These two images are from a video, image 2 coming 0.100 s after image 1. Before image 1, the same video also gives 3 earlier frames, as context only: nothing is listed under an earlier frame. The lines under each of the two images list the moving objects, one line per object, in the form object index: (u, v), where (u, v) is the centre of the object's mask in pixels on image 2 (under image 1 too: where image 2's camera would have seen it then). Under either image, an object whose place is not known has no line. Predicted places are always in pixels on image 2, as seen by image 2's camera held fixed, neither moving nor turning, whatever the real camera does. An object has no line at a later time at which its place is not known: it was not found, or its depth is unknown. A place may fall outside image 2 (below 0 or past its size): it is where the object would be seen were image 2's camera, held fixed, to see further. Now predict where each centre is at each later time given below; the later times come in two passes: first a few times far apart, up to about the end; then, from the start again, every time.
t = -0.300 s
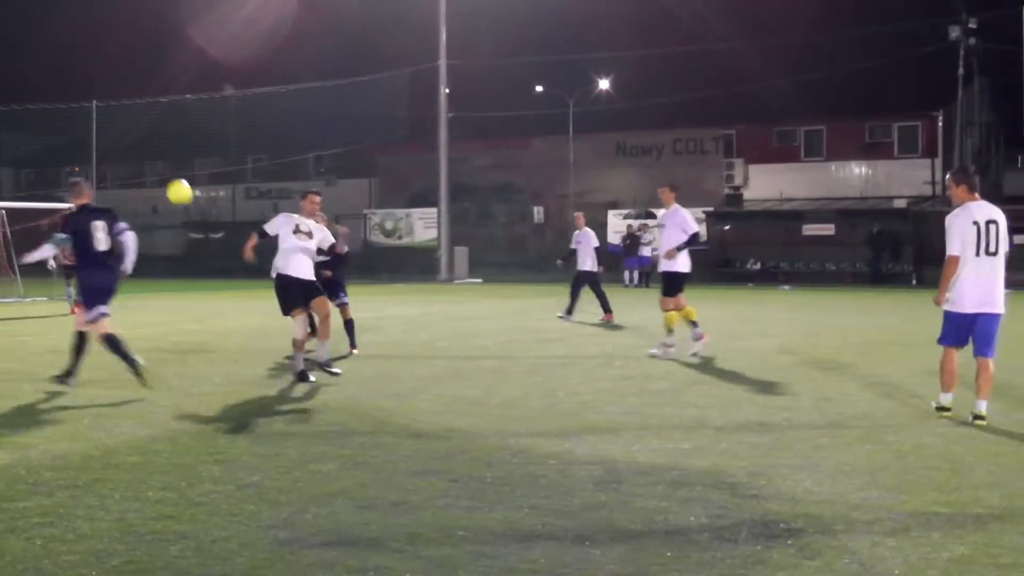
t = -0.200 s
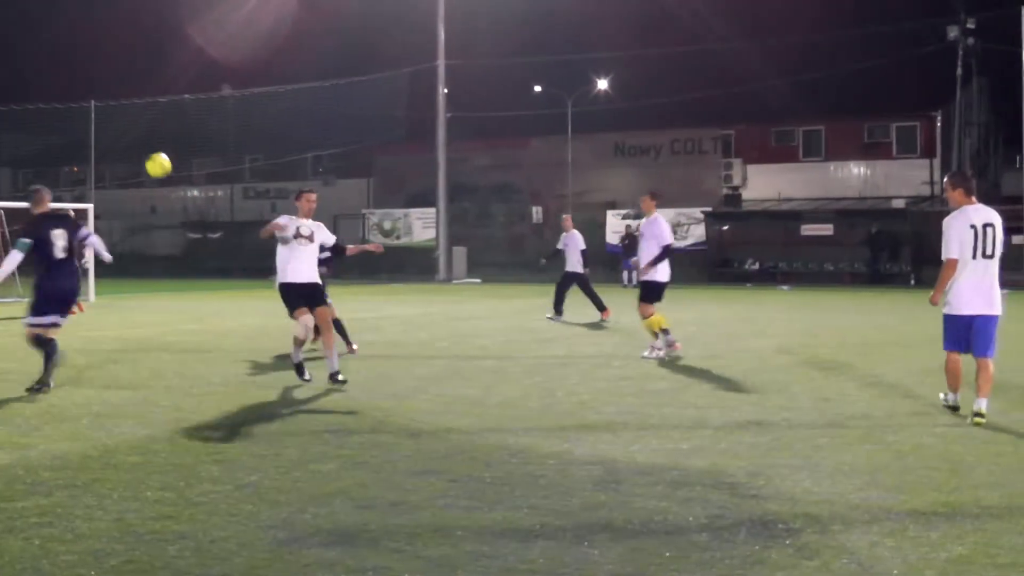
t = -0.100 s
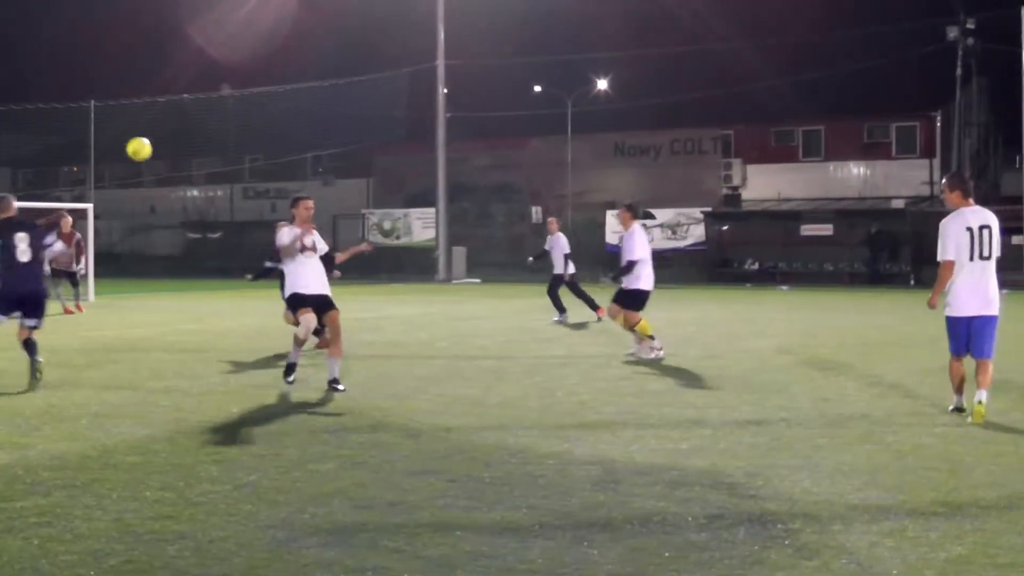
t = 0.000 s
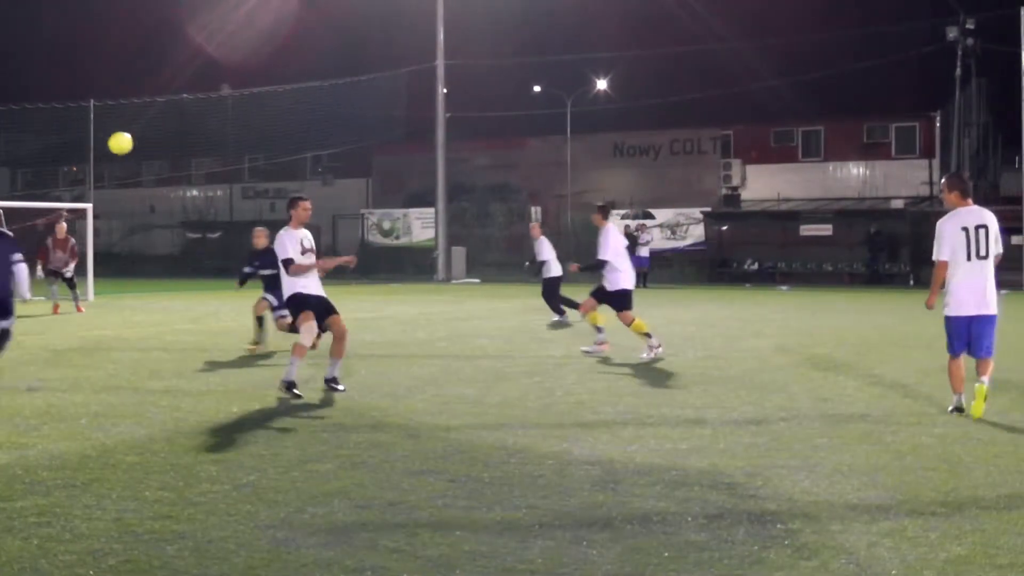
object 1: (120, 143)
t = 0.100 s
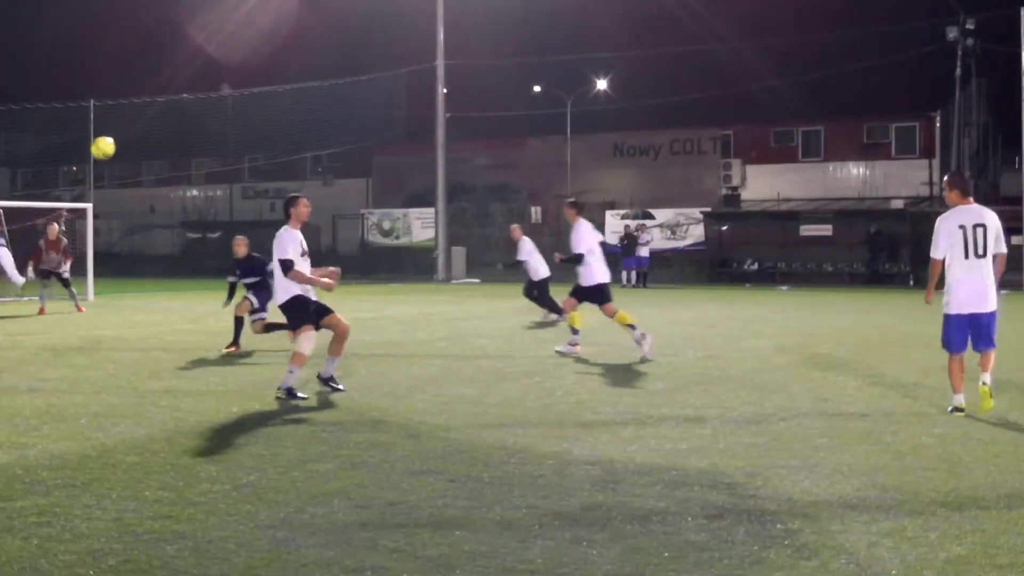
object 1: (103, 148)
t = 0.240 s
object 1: (80, 170)
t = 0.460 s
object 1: (45, 240)
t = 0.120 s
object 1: (100, 150)
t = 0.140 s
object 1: (96, 152)
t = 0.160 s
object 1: (93, 155)
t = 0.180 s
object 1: (89, 158)
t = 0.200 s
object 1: (86, 162)
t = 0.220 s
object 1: (82, 166)
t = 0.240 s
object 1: (80, 170)
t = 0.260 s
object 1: (77, 175)
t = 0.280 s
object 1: (74, 179)
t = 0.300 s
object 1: (70, 185)
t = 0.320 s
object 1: (67, 190)
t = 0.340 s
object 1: (63, 195)
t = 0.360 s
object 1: (60, 203)
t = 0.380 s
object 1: (57, 210)
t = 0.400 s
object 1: (54, 218)
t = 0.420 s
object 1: (52, 225)
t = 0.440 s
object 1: (48, 232)
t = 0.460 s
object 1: (45, 240)
